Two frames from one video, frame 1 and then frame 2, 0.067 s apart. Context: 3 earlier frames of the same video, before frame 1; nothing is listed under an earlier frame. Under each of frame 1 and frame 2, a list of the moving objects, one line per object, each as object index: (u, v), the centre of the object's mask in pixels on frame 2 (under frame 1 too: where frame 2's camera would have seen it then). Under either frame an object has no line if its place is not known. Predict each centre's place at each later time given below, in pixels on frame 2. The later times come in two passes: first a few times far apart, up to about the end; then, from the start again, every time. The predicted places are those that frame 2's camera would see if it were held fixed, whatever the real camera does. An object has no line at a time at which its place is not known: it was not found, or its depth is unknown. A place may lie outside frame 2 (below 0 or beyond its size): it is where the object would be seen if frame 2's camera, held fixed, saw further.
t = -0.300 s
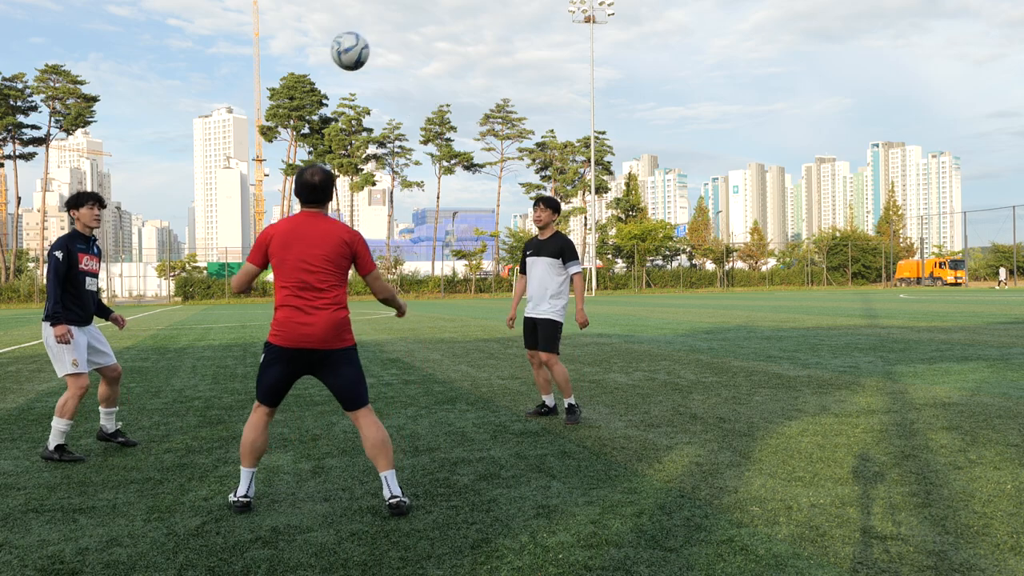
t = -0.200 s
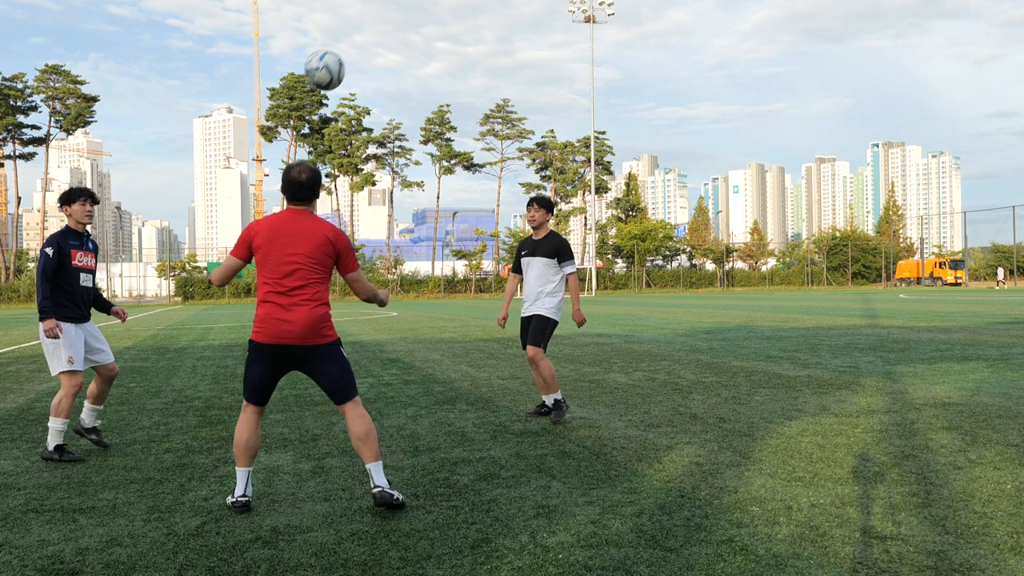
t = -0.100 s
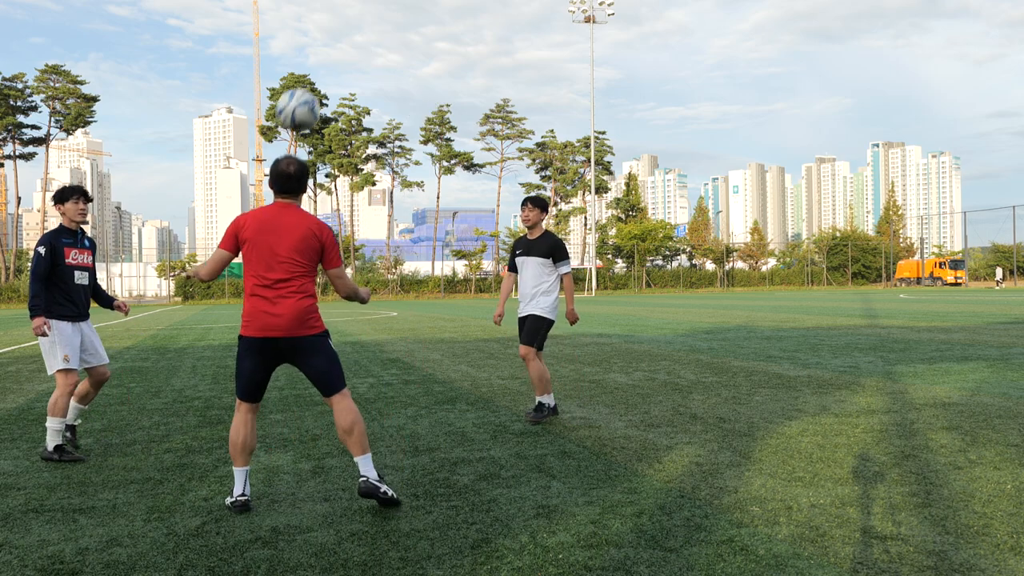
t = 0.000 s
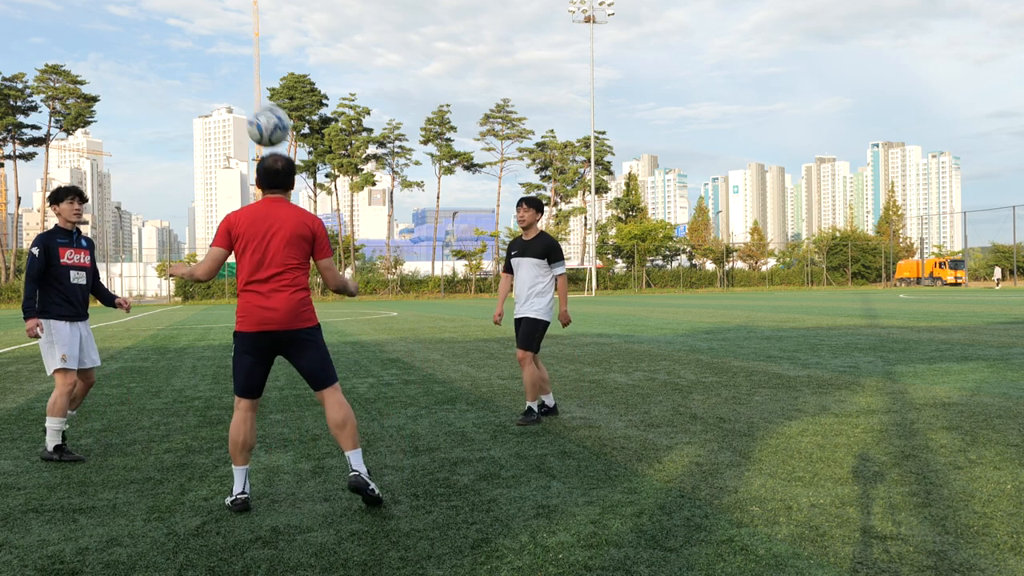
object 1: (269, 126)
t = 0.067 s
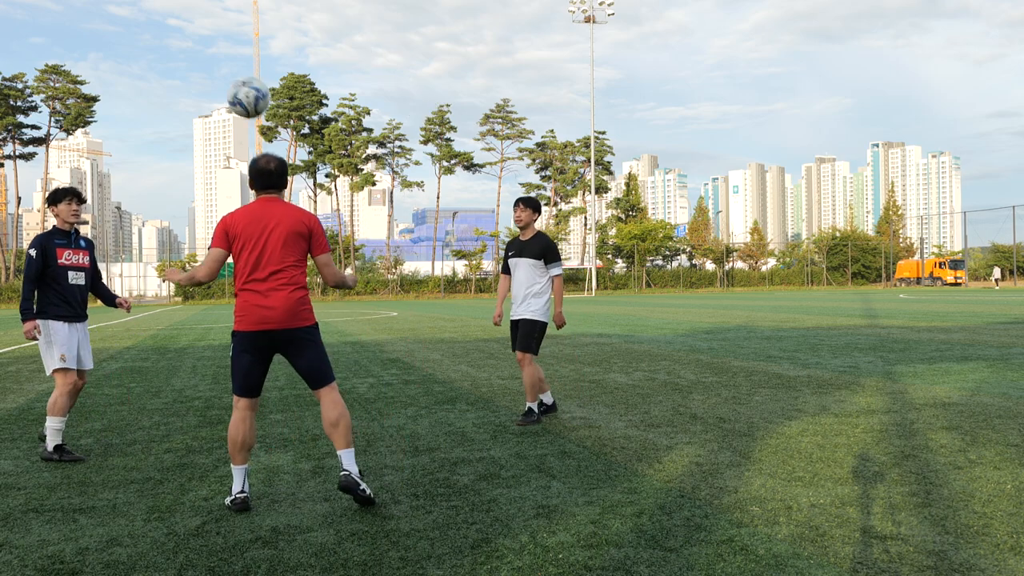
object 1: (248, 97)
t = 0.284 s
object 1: (192, 67)
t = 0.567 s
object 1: (132, 148)
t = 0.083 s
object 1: (244, 92)
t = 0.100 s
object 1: (239, 87)
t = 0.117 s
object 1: (235, 82)
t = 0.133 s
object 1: (230, 78)
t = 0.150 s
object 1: (225, 75)
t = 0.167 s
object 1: (221, 72)
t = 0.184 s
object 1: (217, 70)
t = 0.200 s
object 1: (212, 68)
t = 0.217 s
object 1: (208, 67)
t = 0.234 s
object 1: (204, 66)
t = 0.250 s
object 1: (200, 66)
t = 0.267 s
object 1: (196, 66)
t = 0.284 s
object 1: (192, 67)
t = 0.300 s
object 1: (188, 69)
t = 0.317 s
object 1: (184, 71)
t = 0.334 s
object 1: (180, 73)
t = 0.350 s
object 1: (177, 75)
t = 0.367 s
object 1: (173, 78)
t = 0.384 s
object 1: (169, 81)
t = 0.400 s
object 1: (166, 85)
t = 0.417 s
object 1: (162, 90)
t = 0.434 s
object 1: (159, 95)
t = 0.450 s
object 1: (155, 100)
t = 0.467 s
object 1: (152, 105)
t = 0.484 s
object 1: (148, 111)
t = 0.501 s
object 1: (145, 118)
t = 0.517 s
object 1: (141, 125)
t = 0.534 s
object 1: (138, 132)
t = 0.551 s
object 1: (135, 140)
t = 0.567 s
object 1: (132, 148)
